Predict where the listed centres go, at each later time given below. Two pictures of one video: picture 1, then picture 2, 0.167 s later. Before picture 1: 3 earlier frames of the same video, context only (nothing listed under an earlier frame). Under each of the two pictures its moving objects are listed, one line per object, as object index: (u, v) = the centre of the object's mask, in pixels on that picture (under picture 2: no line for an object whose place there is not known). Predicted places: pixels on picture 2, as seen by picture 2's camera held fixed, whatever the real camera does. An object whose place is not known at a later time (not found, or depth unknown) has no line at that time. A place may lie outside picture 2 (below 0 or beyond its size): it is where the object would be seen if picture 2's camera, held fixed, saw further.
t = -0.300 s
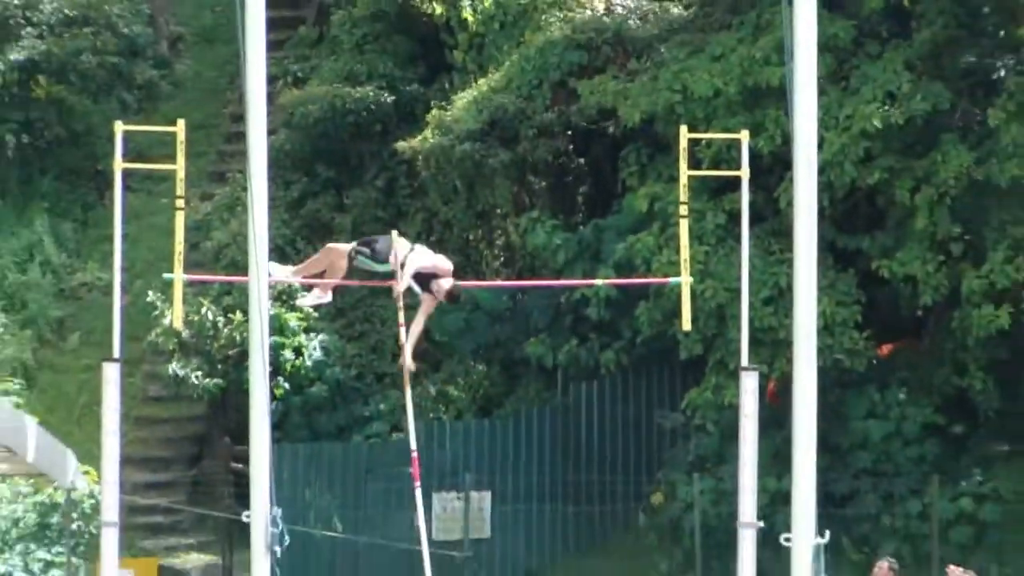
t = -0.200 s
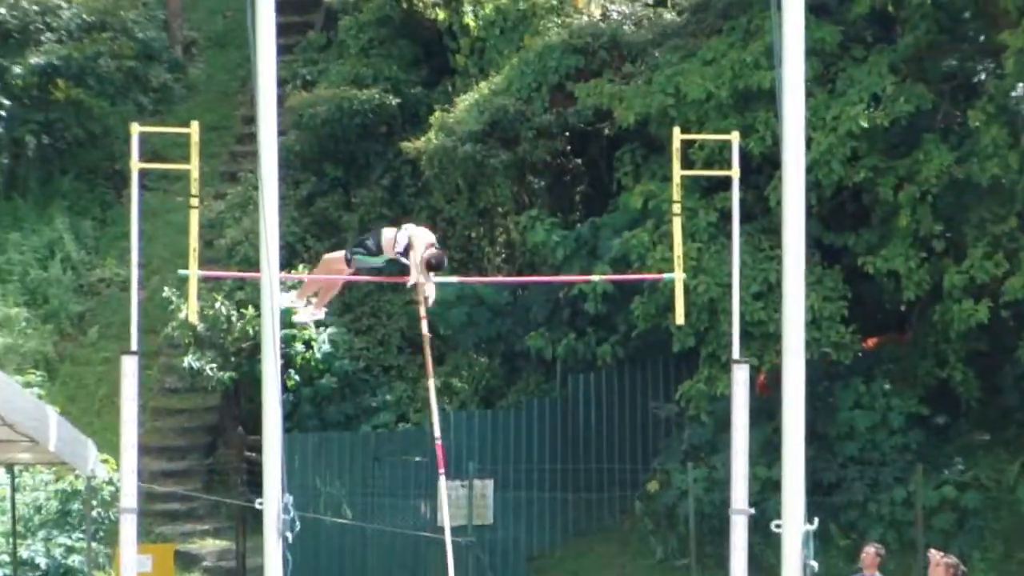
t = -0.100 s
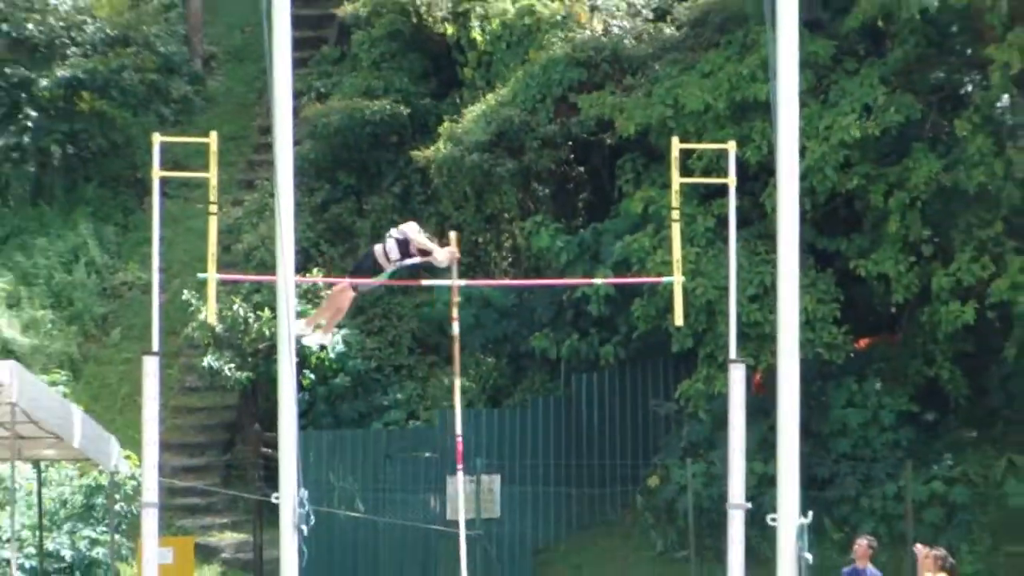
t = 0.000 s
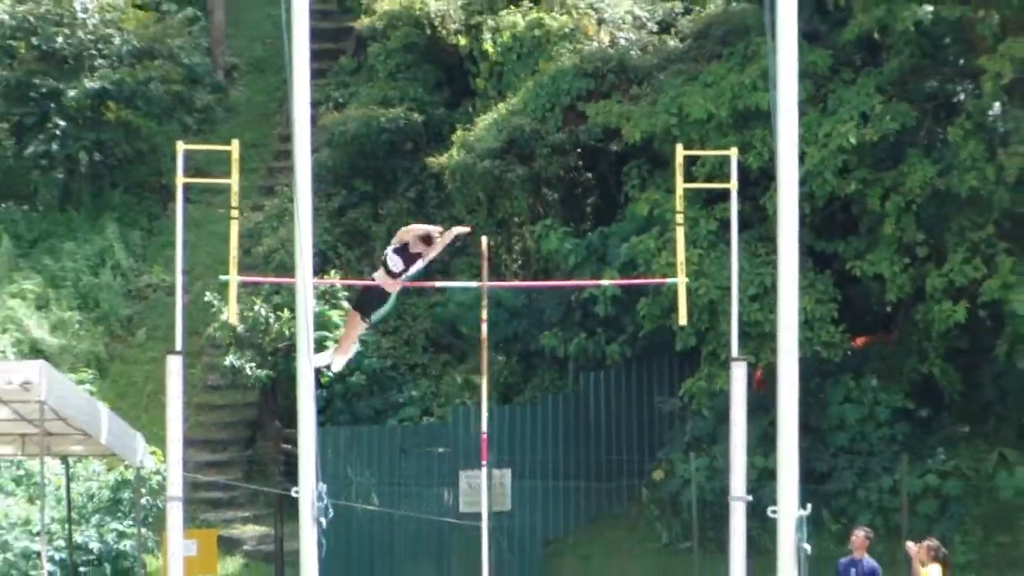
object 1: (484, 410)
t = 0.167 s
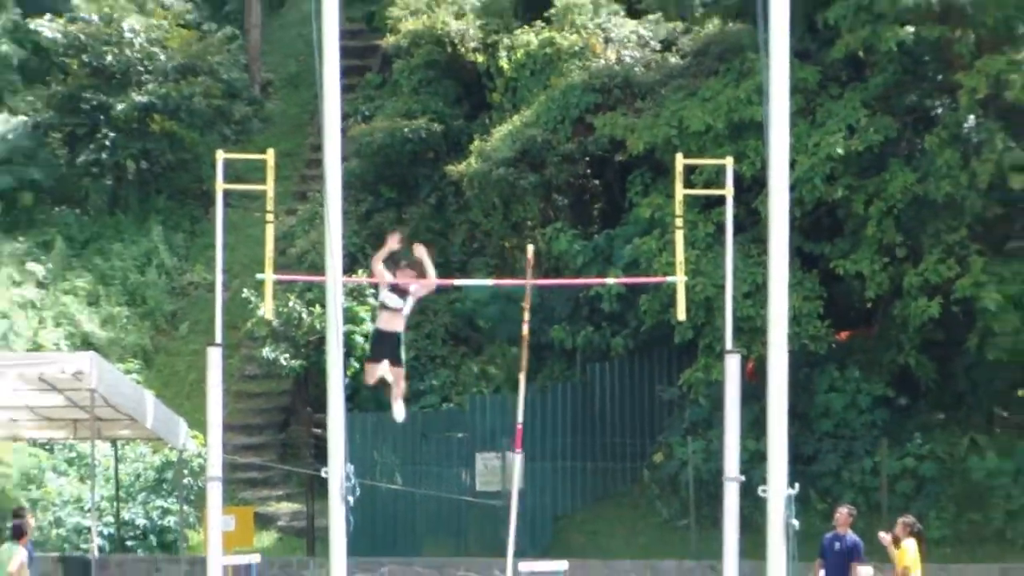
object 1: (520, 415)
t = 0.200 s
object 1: (525, 417)
